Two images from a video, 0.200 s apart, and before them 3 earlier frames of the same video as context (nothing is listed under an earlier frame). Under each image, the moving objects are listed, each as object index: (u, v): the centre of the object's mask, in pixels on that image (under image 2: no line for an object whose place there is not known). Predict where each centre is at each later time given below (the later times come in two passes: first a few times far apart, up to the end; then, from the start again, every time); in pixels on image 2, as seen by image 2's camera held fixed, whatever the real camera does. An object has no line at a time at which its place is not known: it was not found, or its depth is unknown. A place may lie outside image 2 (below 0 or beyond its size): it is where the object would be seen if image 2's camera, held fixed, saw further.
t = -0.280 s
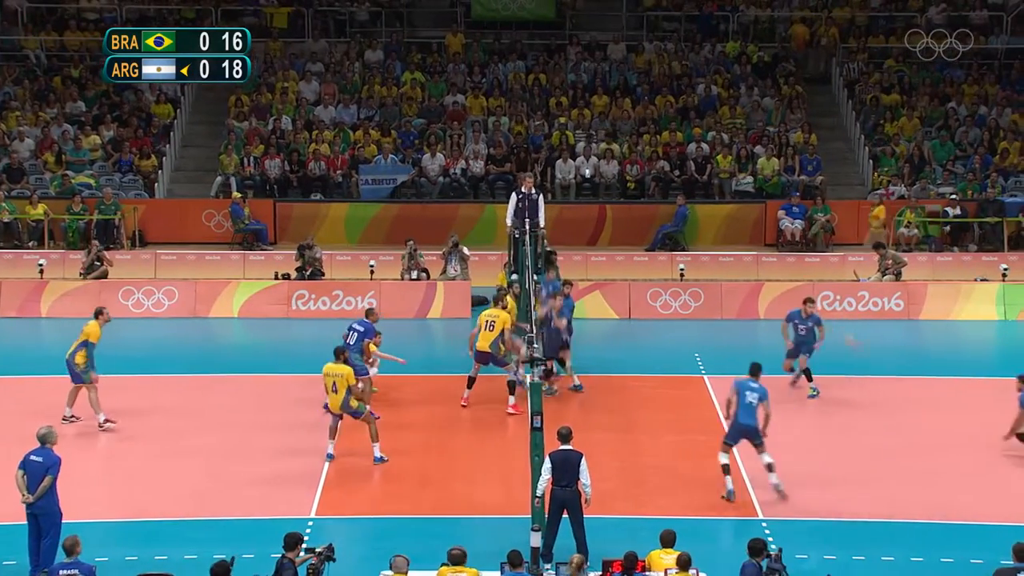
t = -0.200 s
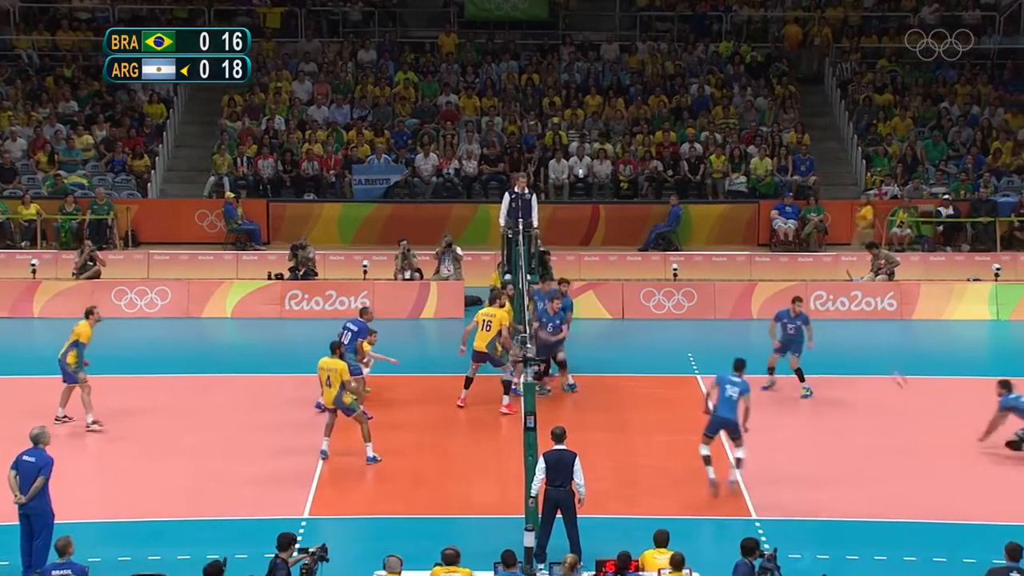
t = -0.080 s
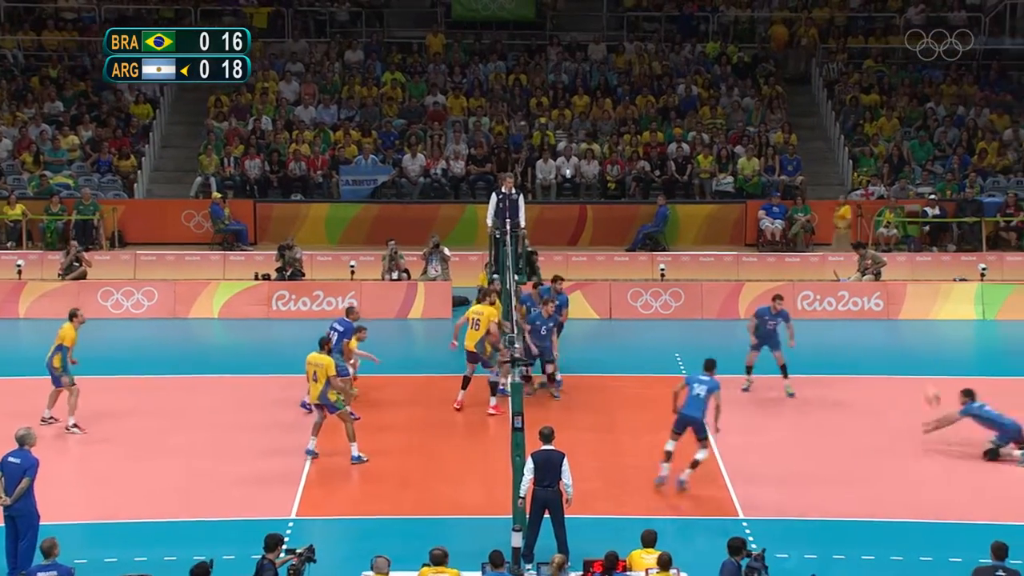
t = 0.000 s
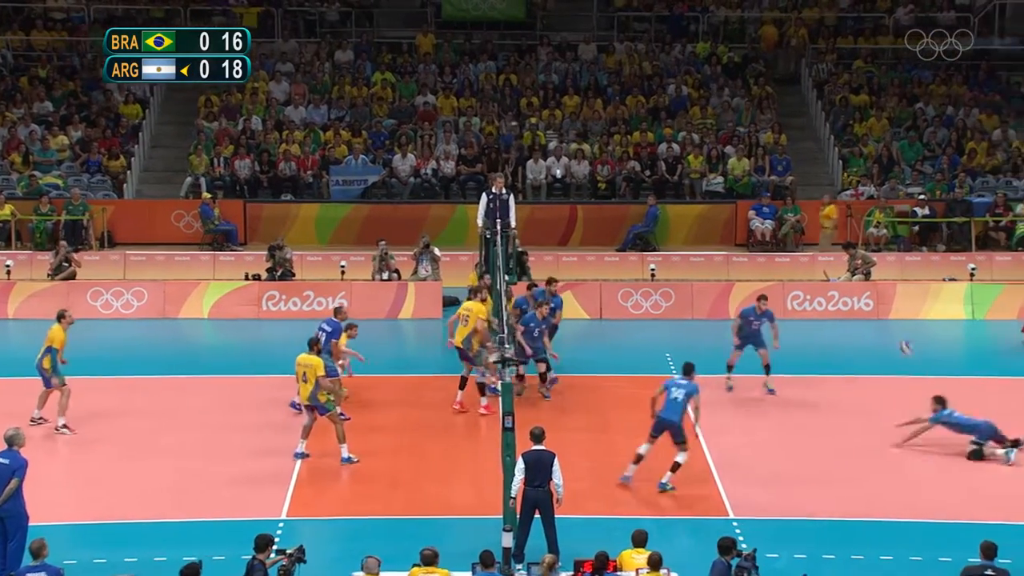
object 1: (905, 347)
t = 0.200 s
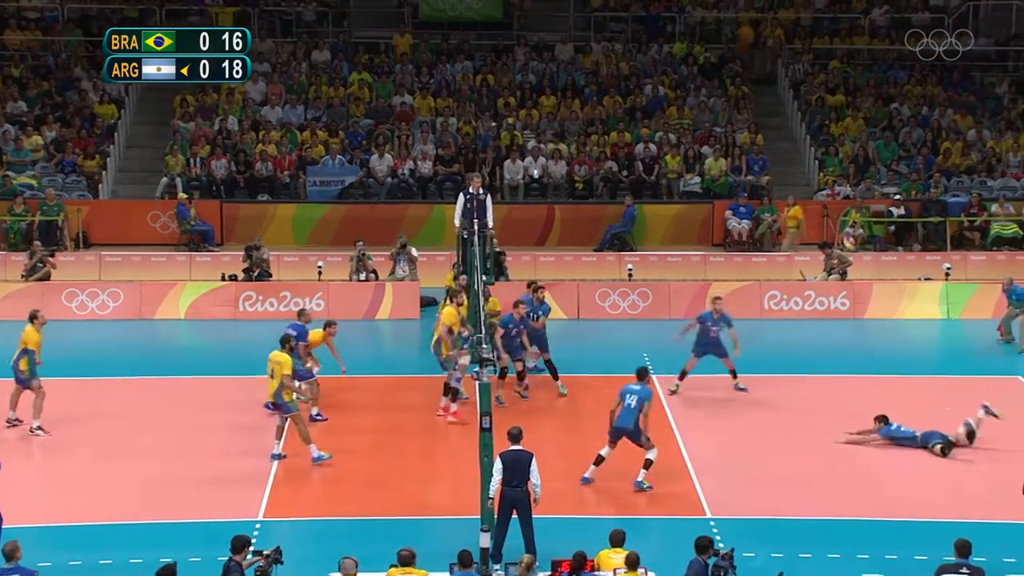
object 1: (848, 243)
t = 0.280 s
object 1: (833, 210)
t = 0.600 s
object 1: (789, 120)
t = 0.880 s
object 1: (751, 97)
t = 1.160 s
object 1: (712, 125)
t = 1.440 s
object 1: (675, 199)
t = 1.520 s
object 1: (662, 230)
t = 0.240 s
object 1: (842, 225)
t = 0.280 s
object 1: (833, 210)
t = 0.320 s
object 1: (829, 195)
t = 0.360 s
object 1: (823, 180)
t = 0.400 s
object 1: (817, 167)
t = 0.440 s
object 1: (811, 156)
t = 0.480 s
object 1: (805, 146)
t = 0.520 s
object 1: (799, 136)
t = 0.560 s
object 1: (794, 127)
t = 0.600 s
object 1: (789, 120)
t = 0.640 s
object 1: (782, 114)
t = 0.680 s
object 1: (778, 109)
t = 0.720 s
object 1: (773, 104)
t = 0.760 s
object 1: (766, 100)
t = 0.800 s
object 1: (762, 98)
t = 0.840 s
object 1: (756, 97)
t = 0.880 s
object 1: (751, 97)
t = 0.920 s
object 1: (746, 98)
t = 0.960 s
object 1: (739, 100)
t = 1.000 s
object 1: (735, 102)
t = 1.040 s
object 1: (729, 107)
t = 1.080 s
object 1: (724, 112)
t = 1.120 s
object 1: (718, 118)
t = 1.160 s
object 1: (712, 125)
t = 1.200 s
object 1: (707, 134)
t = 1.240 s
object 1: (703, 140)
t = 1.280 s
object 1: (696, 153)
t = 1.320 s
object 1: (691, 163)
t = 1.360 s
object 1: (685, 174)
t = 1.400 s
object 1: (678, 188)
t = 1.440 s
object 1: (675, 199)
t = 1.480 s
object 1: (667, 213)
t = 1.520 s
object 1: (662, 230)
